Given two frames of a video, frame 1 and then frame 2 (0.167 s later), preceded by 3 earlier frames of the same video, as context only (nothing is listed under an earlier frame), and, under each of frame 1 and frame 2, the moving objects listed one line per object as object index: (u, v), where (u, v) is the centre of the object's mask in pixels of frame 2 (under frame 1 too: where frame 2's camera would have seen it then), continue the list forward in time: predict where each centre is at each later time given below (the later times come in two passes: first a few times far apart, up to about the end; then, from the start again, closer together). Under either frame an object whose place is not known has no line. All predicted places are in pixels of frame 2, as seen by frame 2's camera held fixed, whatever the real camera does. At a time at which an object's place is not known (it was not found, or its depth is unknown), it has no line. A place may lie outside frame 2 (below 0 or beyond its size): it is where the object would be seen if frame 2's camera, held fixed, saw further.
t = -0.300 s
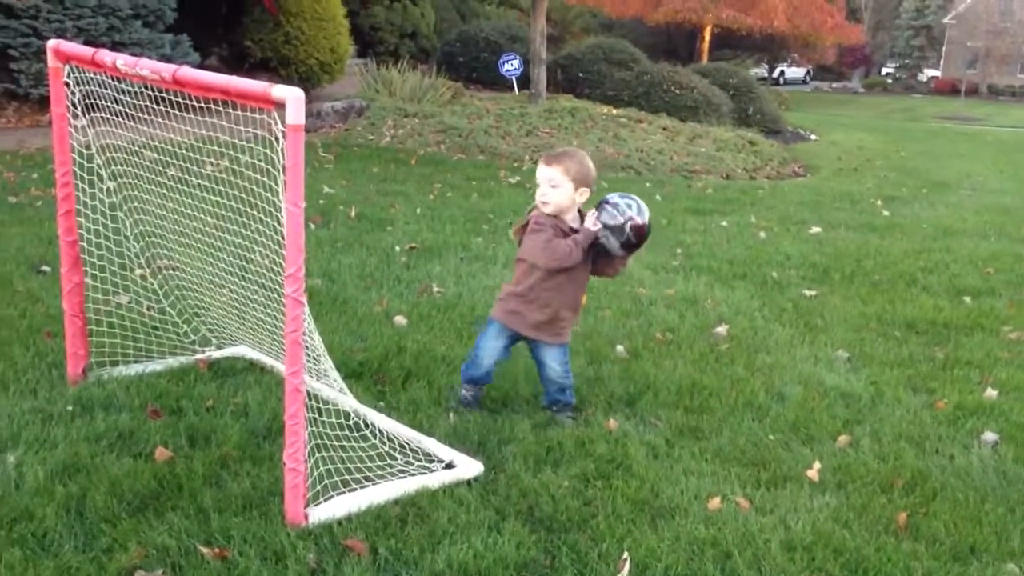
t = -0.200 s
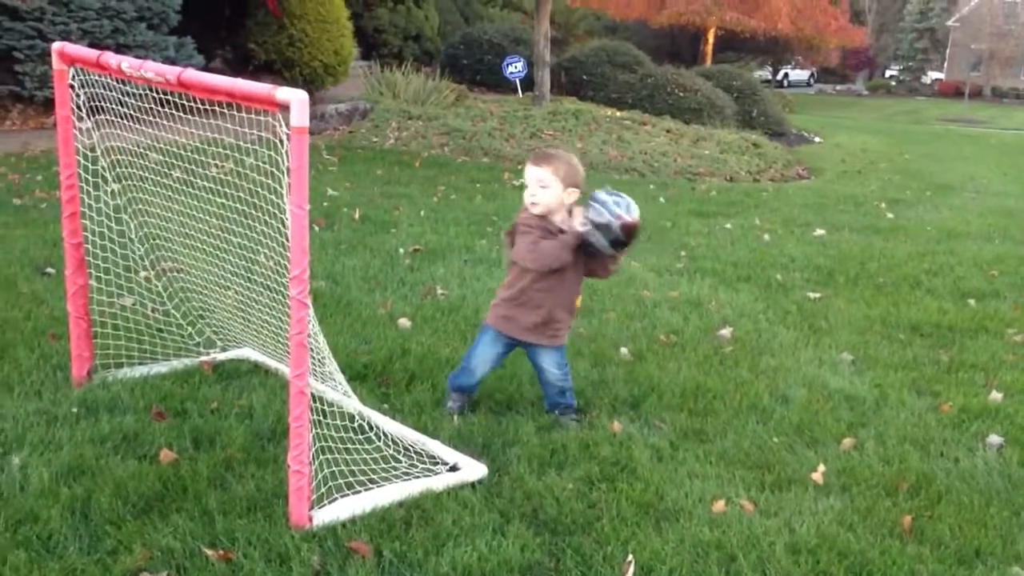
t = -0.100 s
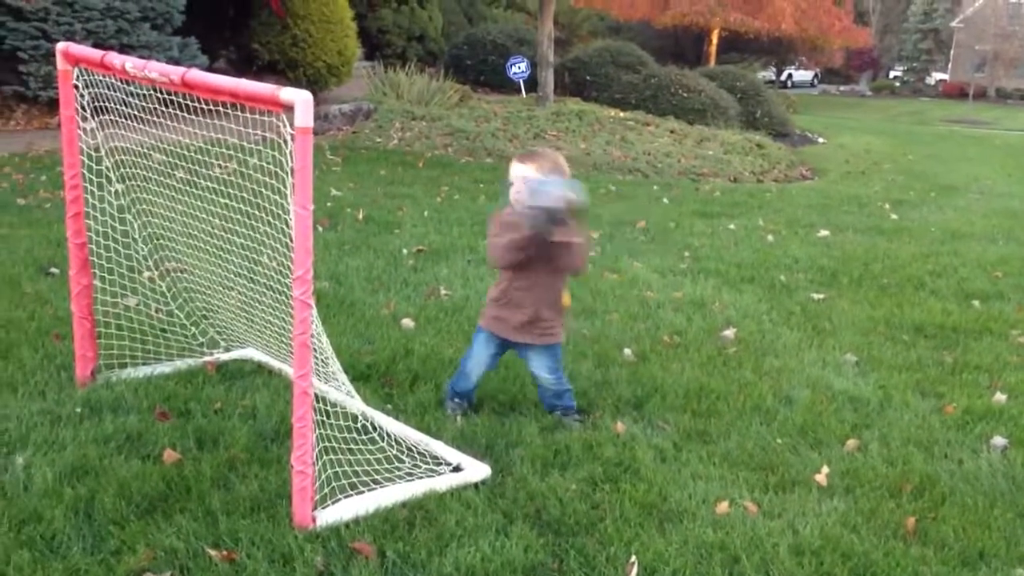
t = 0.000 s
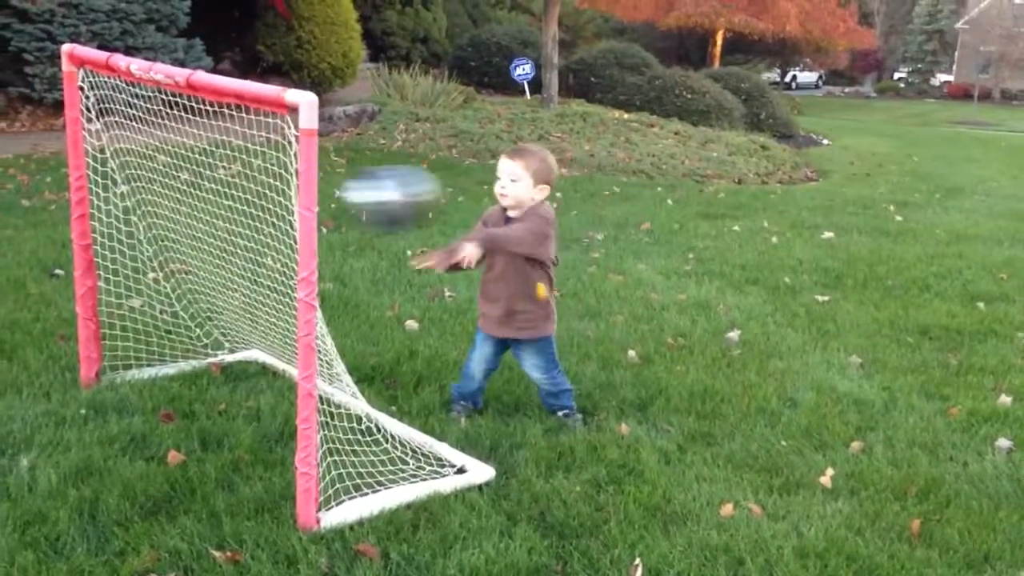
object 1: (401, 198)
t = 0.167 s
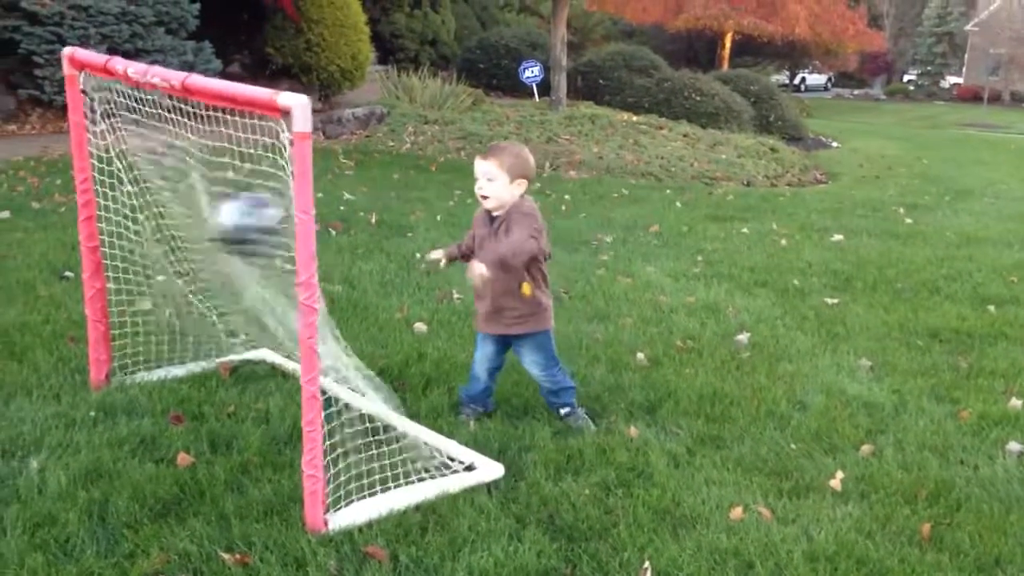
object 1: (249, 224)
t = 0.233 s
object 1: (264, 221)
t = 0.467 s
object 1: (343, 316)
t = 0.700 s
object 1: (391, 356)
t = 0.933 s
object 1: (445, 336)
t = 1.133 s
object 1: (477, 329)
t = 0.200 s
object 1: (259, 220)
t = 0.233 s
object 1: (264, 221)
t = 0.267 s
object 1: (271, 218)
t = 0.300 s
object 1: (275, 227)
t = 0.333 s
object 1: (318, 244)
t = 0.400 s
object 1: (329, 277)
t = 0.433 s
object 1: (336, 298)
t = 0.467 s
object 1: (343, 316)
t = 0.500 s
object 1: (354, 339)
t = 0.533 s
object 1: (362, 356)
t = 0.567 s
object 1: (367, 353)
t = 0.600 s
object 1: (373, 354)
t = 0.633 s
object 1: (378, 354)
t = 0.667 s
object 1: (384, 356)
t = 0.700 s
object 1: (391, 356)
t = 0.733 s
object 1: (401, 347)
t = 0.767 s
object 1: (410, 342)
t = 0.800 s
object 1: (418, 338)
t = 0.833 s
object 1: (426, 337)
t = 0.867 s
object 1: (433, 338)
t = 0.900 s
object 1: (439, 338)
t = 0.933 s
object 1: (445, 336)
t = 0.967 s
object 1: (451, 333)
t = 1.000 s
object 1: (457, 332)
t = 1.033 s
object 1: (463, 331)
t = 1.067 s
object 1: (467, 331)
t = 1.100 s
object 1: (472, 330)
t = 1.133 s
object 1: (477, 329)
